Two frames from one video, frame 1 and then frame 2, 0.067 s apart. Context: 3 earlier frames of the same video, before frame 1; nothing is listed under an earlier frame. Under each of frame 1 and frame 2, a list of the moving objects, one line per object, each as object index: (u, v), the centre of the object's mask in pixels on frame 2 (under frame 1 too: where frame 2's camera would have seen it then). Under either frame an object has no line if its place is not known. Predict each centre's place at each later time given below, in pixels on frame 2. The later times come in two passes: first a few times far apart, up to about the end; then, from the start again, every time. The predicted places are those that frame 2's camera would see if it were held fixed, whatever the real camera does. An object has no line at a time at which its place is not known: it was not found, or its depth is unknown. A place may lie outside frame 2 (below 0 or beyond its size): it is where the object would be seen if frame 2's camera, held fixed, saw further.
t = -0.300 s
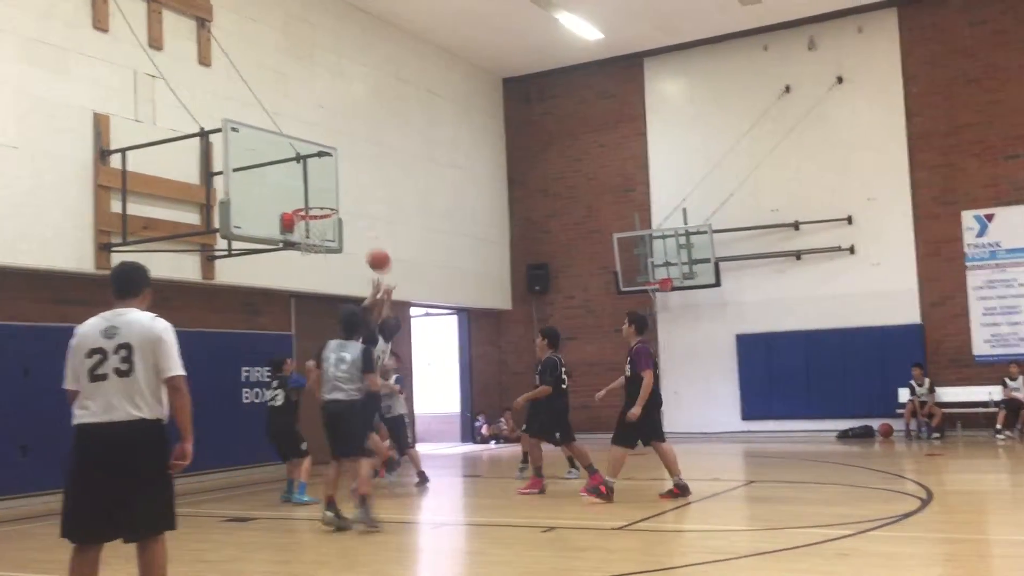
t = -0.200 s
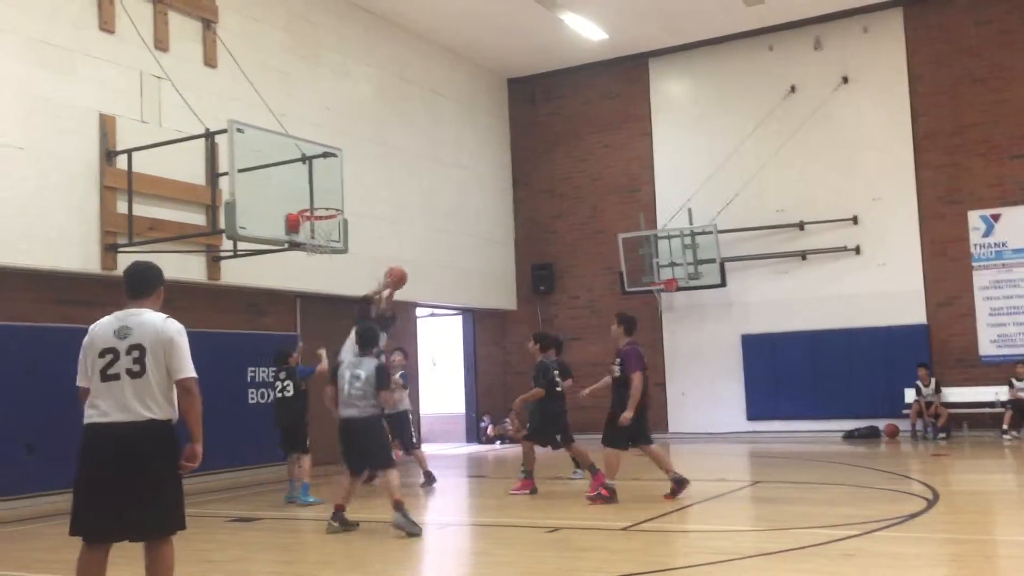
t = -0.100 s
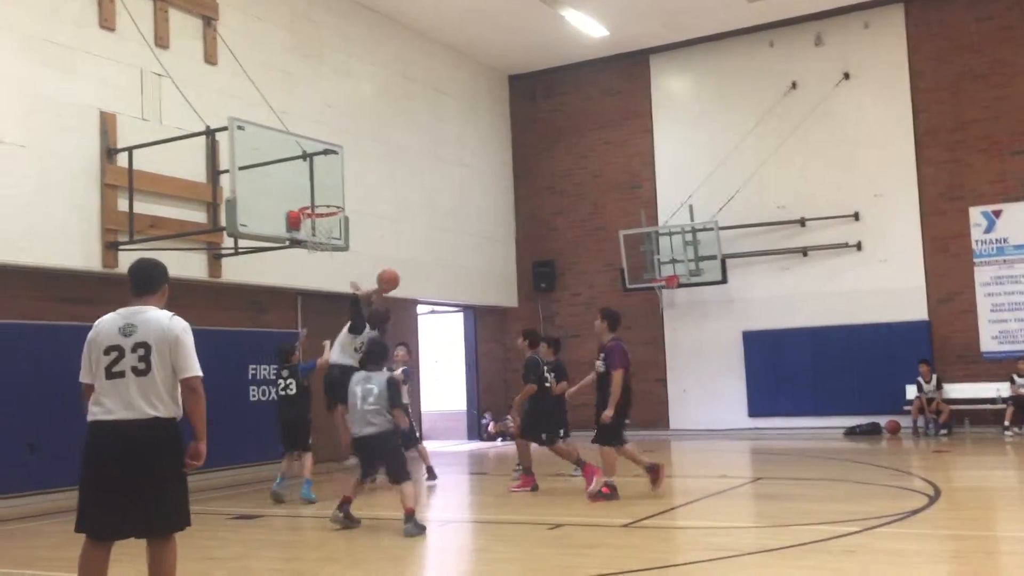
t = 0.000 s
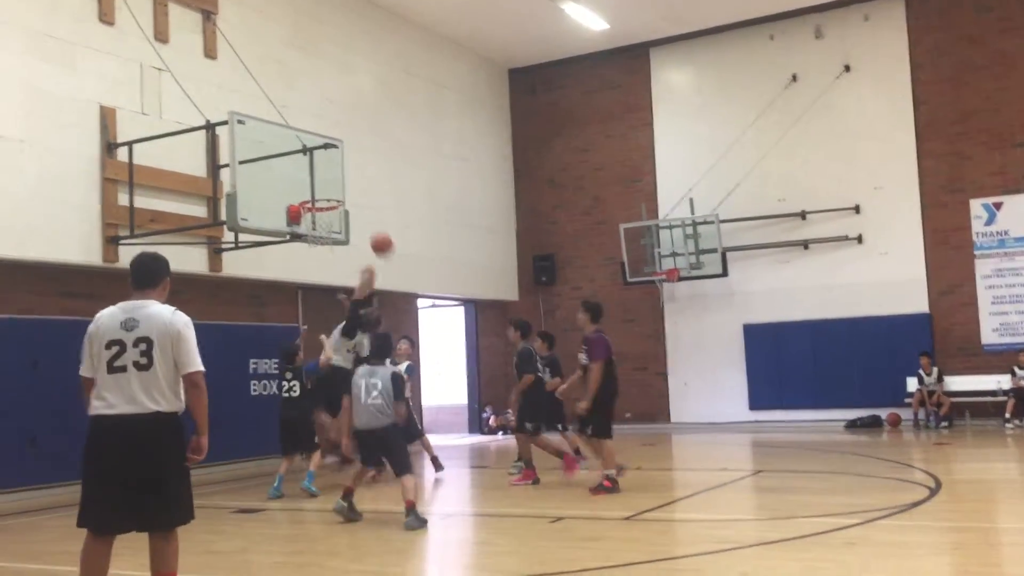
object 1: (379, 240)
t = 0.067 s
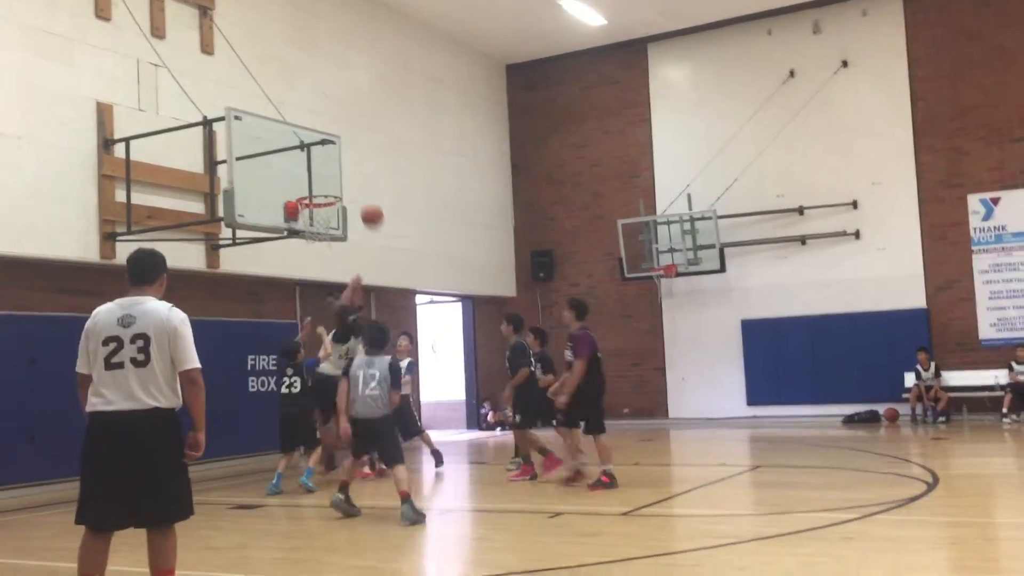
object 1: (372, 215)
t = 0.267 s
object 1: (352, 167)
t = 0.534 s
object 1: (328, 157)
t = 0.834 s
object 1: (317, 195)
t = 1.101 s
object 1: (346, 234)
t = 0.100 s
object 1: (368, 205)
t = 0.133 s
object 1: (365, 195)
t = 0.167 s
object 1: (362, 186)
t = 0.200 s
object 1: (358, 179)
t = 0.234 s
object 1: (355, 172)
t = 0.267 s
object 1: (352, 167)
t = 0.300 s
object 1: (349, 162)
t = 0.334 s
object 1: (346, 159)
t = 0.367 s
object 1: (343, 156)
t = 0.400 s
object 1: (340, 155)
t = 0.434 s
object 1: (337, 154)
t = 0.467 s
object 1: (334, 154)
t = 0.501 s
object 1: (331, 155)
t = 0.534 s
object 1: (328, 157)
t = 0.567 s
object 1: (325, 161)
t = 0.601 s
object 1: (322, 165)
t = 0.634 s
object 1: (320, 170)
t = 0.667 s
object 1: (317, 176)
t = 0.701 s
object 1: (314, 182)
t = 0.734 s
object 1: (312, 189)
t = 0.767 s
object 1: (313, 195)
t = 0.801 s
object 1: (315, 195)
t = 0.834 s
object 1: (317, 195)
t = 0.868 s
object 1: (320, 197)
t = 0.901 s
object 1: (324, 202)
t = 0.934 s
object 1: (328, 205)
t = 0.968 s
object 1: (333, 209)
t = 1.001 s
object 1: (337, 214)
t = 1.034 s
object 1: (339, 221)
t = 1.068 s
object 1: (342, 226)
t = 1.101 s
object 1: (346, 234)
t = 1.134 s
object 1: (349, 242)
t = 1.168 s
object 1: (352, 251)
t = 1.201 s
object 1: (356, 261)
